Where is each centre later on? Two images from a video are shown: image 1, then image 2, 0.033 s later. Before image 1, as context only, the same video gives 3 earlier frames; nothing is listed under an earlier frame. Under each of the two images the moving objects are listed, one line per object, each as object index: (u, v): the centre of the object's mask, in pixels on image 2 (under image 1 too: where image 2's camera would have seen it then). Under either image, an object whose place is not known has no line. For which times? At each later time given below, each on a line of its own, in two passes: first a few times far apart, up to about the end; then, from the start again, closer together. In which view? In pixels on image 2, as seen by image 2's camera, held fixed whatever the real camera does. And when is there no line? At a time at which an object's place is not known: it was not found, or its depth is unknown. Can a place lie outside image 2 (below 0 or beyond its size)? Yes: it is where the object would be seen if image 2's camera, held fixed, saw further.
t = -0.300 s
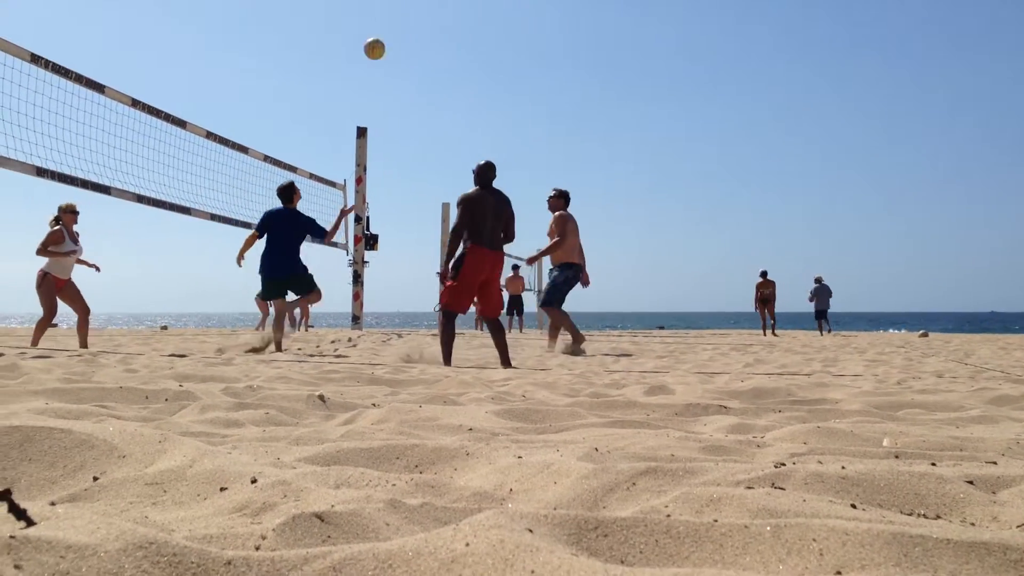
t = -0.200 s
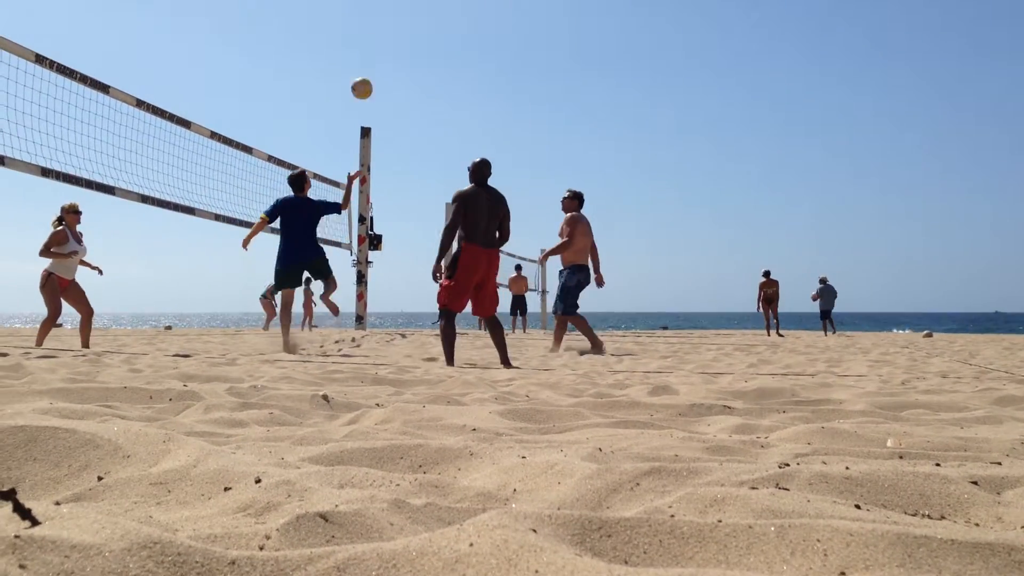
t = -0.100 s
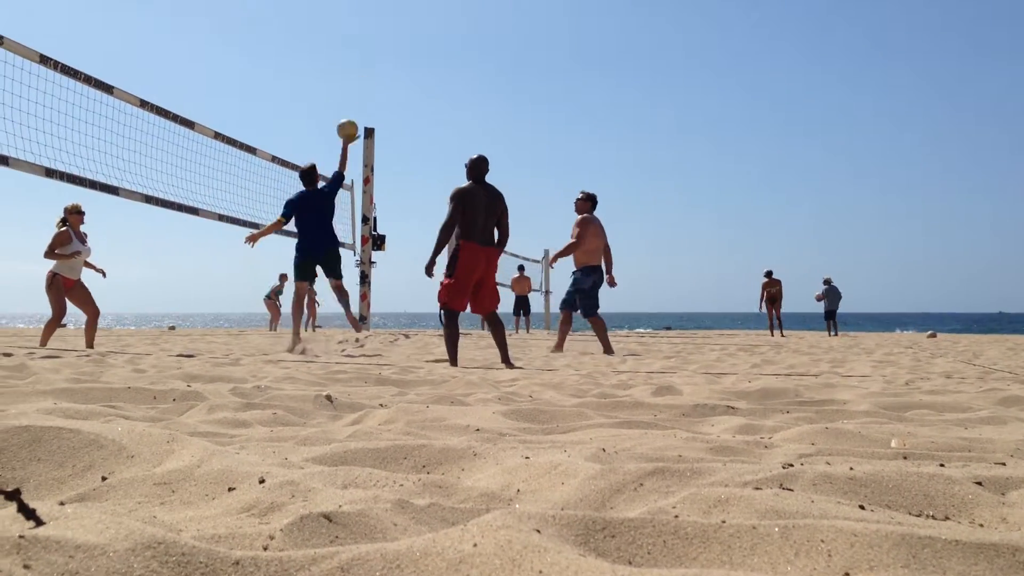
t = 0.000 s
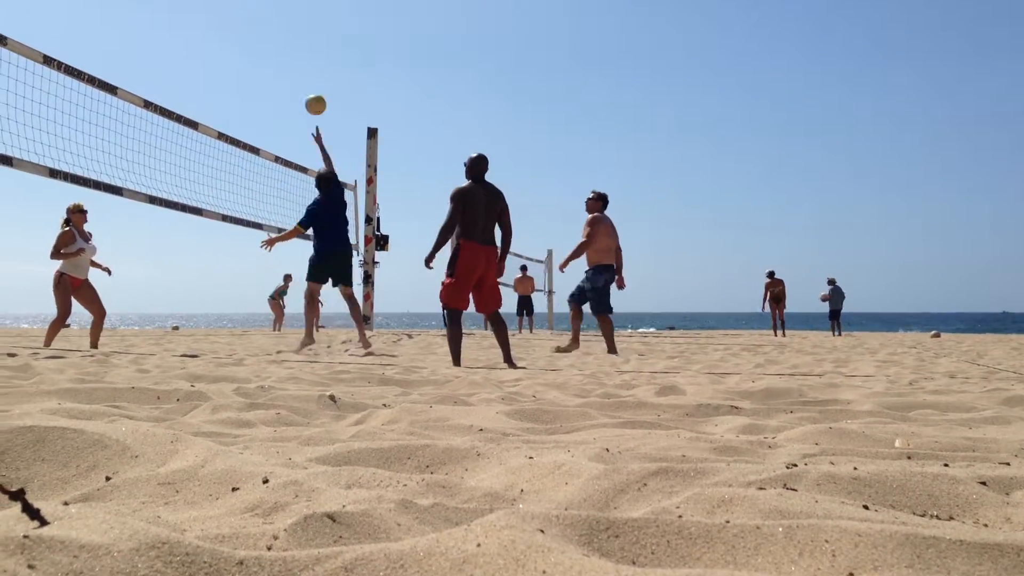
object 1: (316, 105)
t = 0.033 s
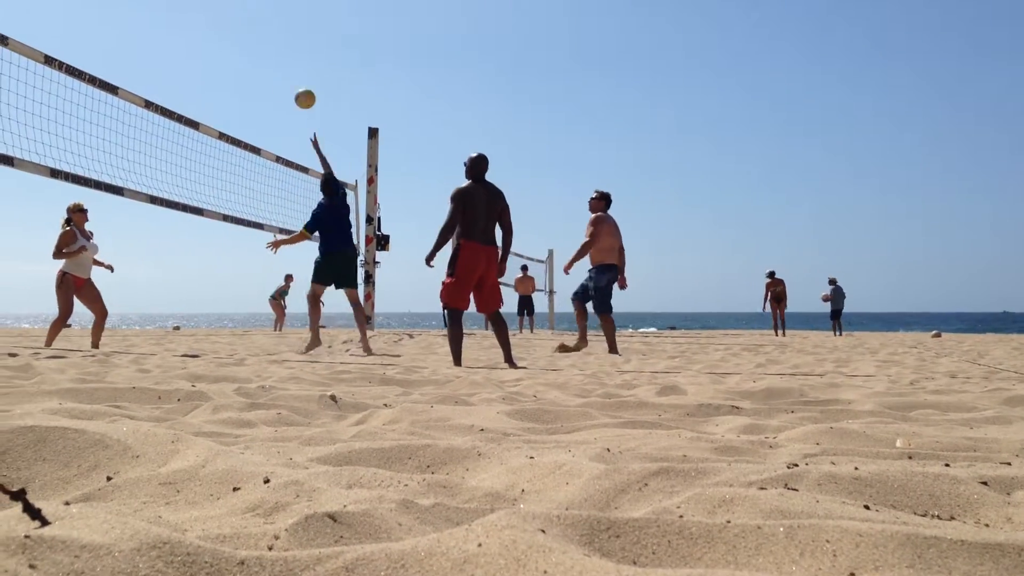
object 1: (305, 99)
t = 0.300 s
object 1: (220, 89)
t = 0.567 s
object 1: (142, 136)
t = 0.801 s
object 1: (75, 218)
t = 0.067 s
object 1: (294, 94)
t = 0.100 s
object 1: (283, 90)
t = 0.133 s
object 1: (272, 87)
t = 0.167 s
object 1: (262, 86)
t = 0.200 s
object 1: (251, 85)
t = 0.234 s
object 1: (240, 85)
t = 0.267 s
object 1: (230, 87)
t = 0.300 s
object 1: (220, 89)
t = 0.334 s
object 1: (210, 92)
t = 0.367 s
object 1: (200, 96)
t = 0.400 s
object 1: (190, 101)
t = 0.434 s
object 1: (181, 106)
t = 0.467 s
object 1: (173, 108)
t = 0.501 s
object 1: (160, 121)
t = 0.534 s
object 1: (151, 127)
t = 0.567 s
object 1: (142, 136)
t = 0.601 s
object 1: (132, 145)
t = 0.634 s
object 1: (122, 155)
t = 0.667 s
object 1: (113, 166)
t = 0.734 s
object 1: (92, 193)
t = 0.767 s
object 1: (84, 204)
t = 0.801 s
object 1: (75, 218)
